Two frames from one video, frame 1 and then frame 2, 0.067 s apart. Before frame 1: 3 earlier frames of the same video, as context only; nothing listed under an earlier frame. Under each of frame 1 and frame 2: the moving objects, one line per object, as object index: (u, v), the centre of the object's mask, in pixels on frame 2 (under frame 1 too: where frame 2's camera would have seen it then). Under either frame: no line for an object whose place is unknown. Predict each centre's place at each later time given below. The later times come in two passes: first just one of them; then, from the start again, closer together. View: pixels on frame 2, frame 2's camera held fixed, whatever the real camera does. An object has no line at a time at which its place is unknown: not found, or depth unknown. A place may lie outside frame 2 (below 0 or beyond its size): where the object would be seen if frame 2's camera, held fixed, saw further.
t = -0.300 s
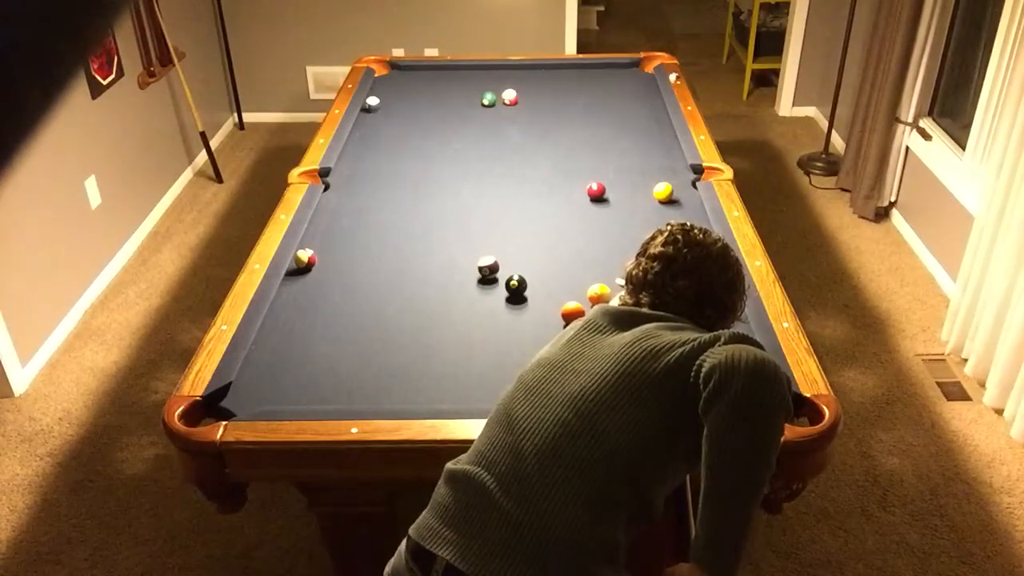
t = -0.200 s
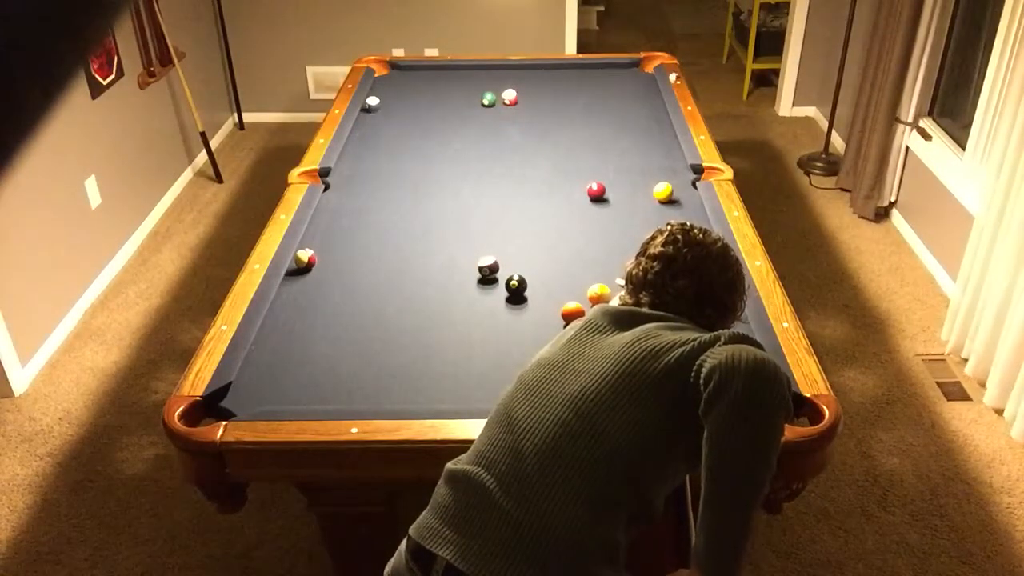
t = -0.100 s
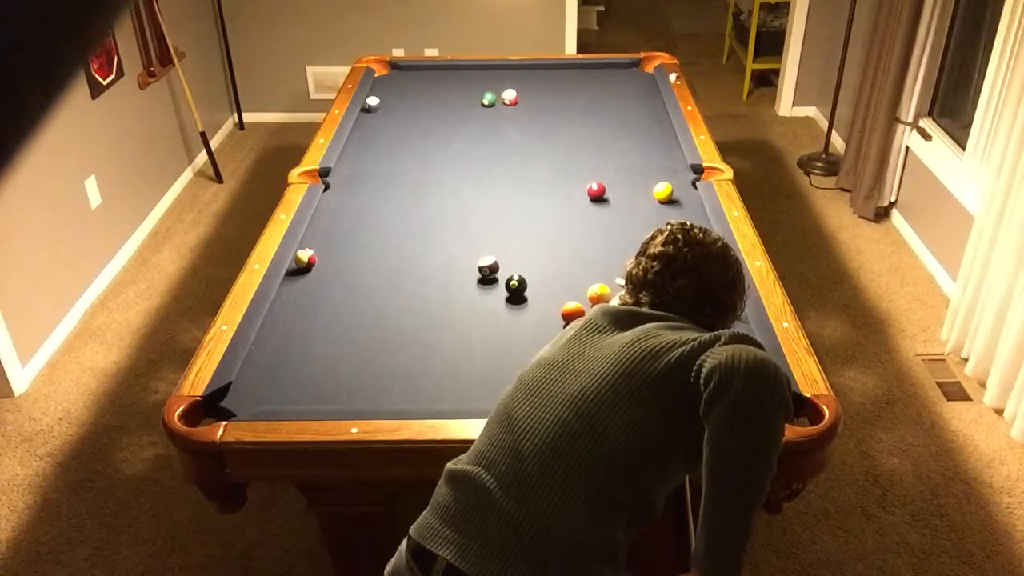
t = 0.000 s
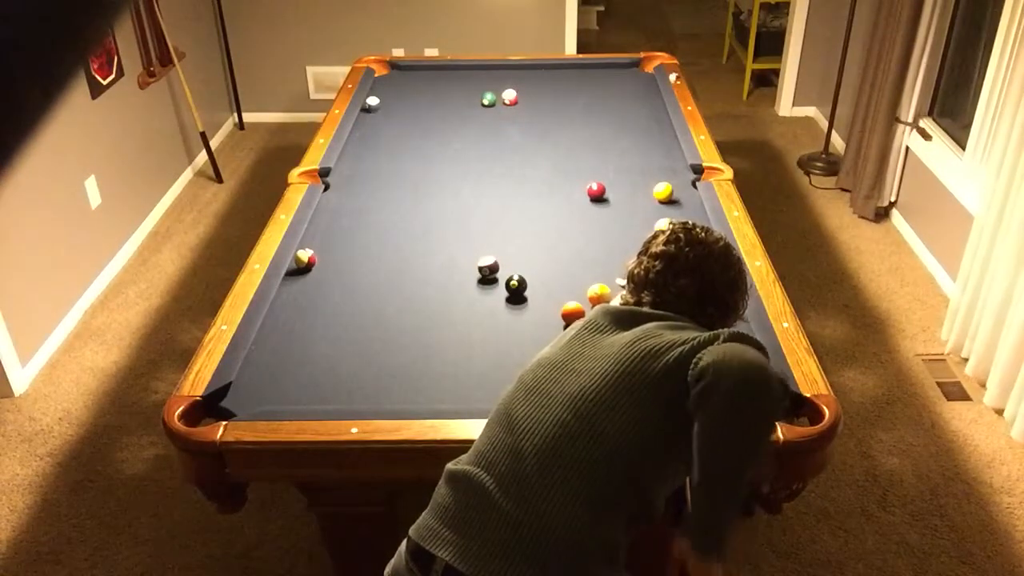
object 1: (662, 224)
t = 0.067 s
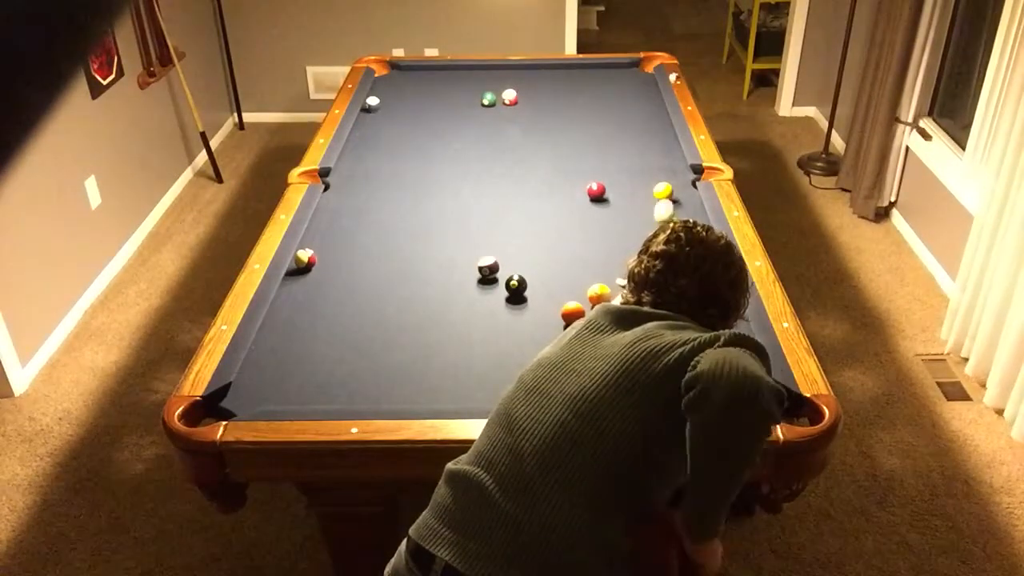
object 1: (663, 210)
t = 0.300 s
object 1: (665, 201)
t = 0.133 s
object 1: (663, 200)
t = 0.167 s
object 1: (664, 200)
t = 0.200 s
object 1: (664, 200)
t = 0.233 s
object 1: (664, 201)
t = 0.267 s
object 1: (665, 201)
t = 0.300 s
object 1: (665, 201)
